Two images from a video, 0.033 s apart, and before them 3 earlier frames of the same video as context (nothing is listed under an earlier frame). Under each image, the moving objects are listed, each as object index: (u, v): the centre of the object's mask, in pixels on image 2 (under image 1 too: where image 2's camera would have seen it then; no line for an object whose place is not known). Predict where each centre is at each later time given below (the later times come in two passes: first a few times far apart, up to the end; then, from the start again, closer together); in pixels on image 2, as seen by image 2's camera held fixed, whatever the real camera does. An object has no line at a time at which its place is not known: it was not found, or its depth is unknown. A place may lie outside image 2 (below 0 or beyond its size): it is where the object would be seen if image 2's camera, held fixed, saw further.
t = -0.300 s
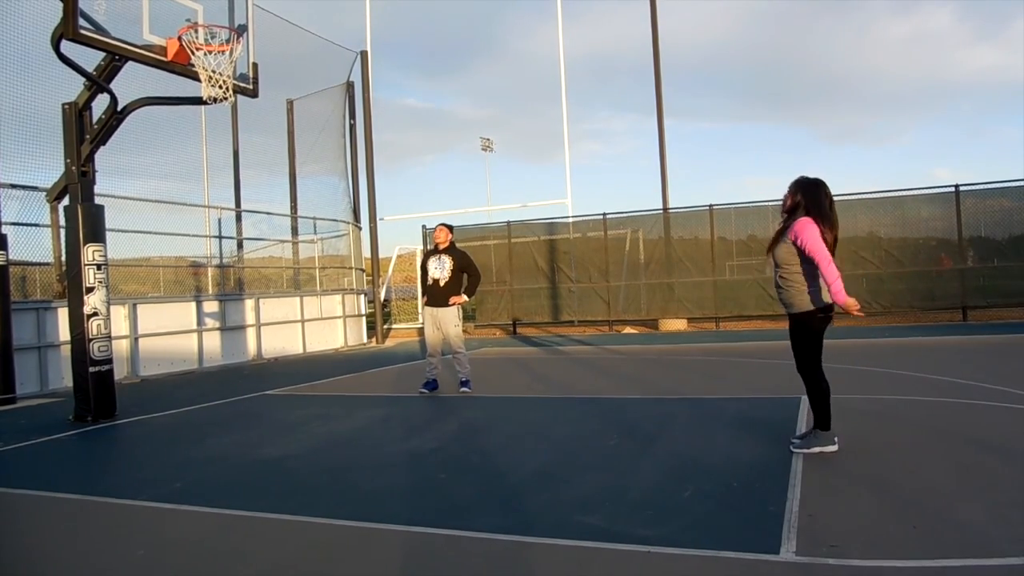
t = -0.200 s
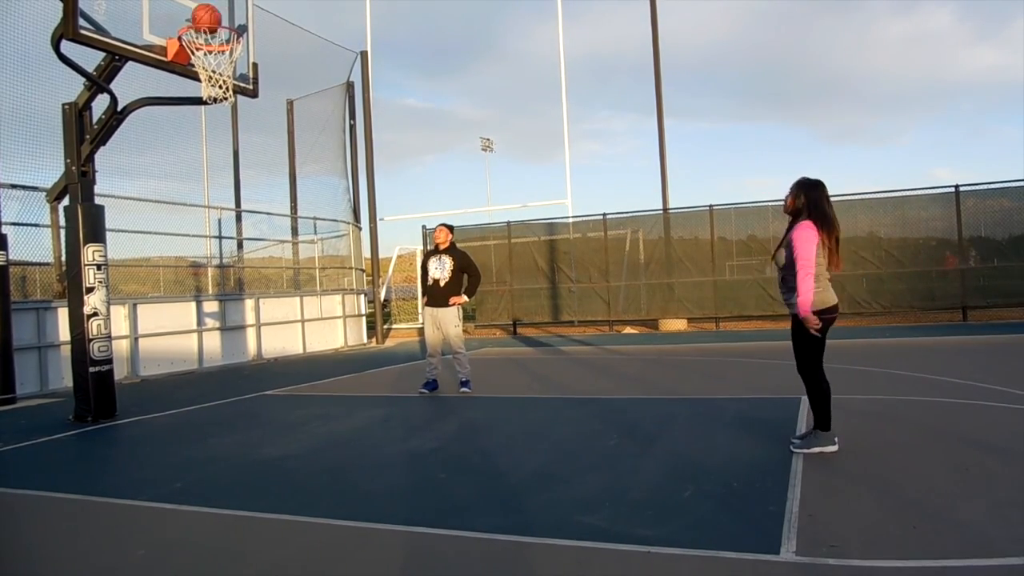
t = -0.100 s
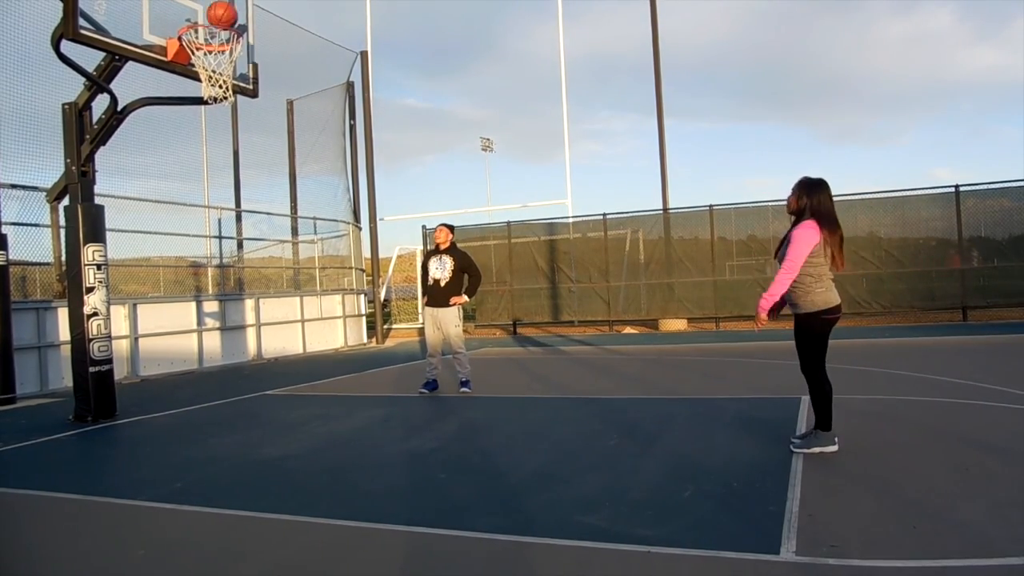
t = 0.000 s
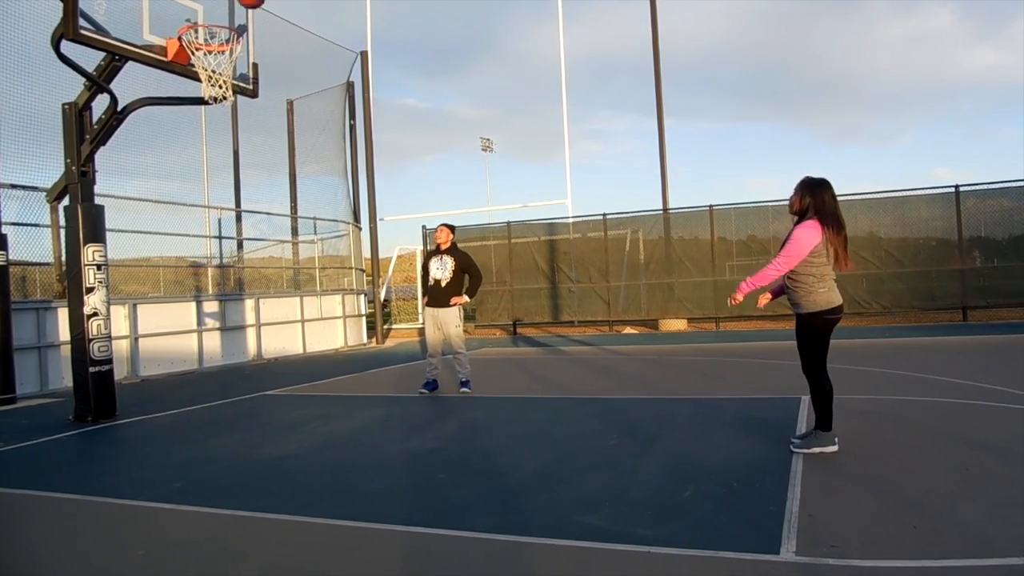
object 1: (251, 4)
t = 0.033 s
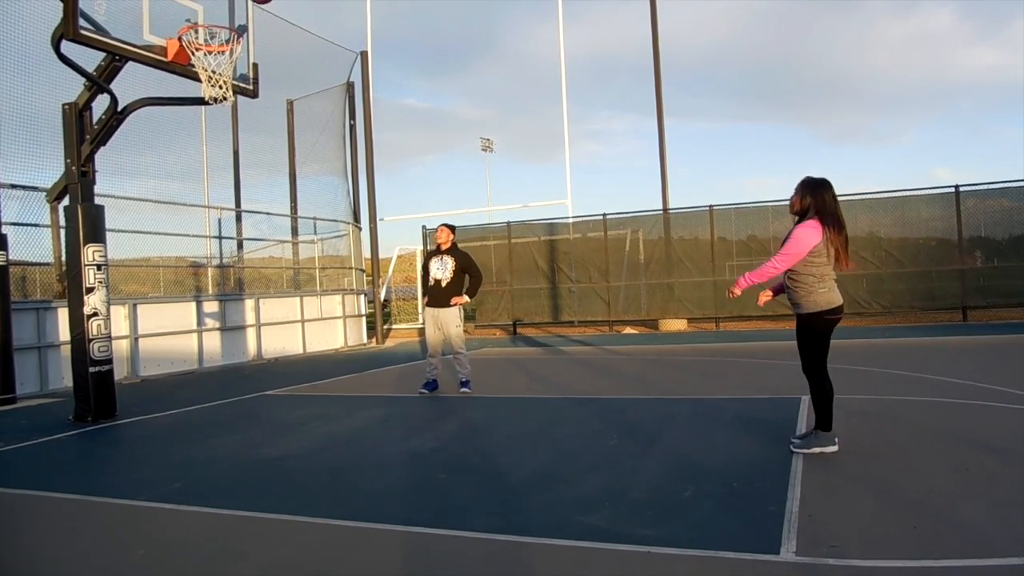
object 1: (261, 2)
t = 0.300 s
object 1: (343, 6)
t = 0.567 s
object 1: (434, 99)
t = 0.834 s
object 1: (533, 305)
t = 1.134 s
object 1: (634, 259)
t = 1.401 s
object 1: (727, 136)
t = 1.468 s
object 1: (752, 119)
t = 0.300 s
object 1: (343, 6)
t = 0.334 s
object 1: (354, 9)
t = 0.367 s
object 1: (364, 14)
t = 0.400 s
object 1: (376, 24)
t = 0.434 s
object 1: (388, 35)
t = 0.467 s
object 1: (399, 49)
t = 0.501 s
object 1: (411, 64)
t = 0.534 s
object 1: (422, 81)
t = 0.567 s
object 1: (434, 99)
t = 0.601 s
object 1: (446, 118)
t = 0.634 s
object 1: (458, 139)
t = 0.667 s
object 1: (470, 162)
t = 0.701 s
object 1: (483, 187)
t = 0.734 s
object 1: (495, 214)
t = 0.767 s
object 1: (508, 243)
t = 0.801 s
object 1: (521, 273)
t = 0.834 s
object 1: (533, 305)
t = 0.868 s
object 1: (546, 338)
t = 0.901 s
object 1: (559, 373)
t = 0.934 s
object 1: (571, 405)
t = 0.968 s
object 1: (581, 378)
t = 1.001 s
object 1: (592, 352)
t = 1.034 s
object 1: (602, 327)
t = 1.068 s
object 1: (613, 303)
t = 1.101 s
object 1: (624, 280)
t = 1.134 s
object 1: (634, 259)
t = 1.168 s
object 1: (645, 238)
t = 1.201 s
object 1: (656, 220)
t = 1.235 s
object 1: (667, 202)
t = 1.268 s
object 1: (679, 186)
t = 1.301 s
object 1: (691, 171)
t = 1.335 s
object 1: (703, 158)
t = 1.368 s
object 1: (715, 146)
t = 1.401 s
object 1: (727, 136)
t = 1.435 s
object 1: (739, 127)
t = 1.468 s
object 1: (752, 119)
